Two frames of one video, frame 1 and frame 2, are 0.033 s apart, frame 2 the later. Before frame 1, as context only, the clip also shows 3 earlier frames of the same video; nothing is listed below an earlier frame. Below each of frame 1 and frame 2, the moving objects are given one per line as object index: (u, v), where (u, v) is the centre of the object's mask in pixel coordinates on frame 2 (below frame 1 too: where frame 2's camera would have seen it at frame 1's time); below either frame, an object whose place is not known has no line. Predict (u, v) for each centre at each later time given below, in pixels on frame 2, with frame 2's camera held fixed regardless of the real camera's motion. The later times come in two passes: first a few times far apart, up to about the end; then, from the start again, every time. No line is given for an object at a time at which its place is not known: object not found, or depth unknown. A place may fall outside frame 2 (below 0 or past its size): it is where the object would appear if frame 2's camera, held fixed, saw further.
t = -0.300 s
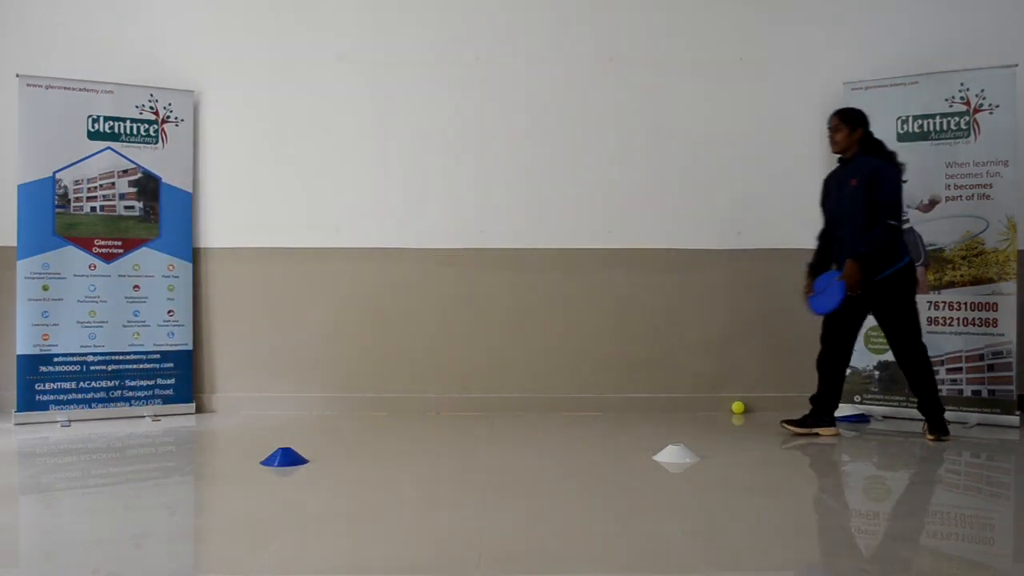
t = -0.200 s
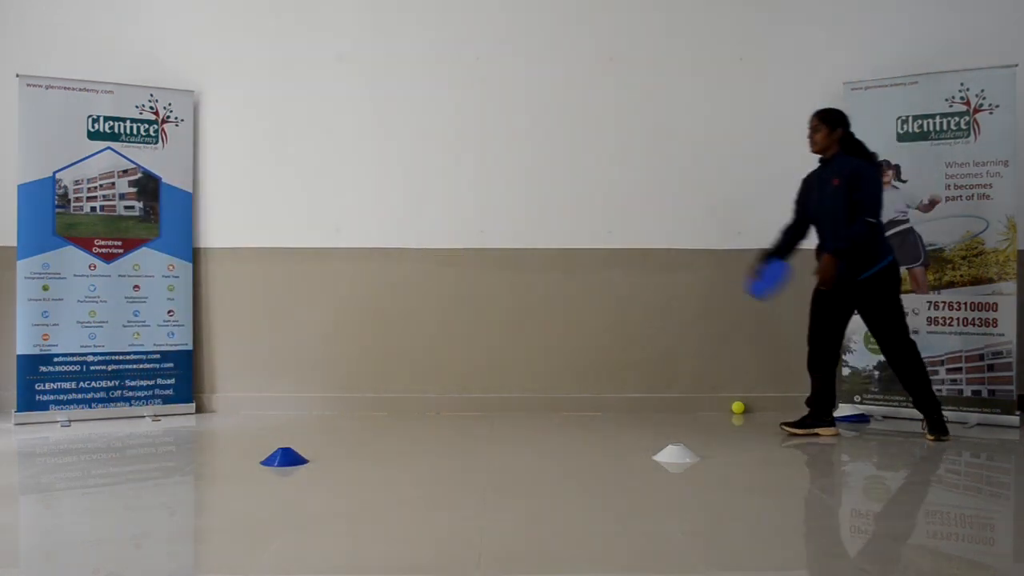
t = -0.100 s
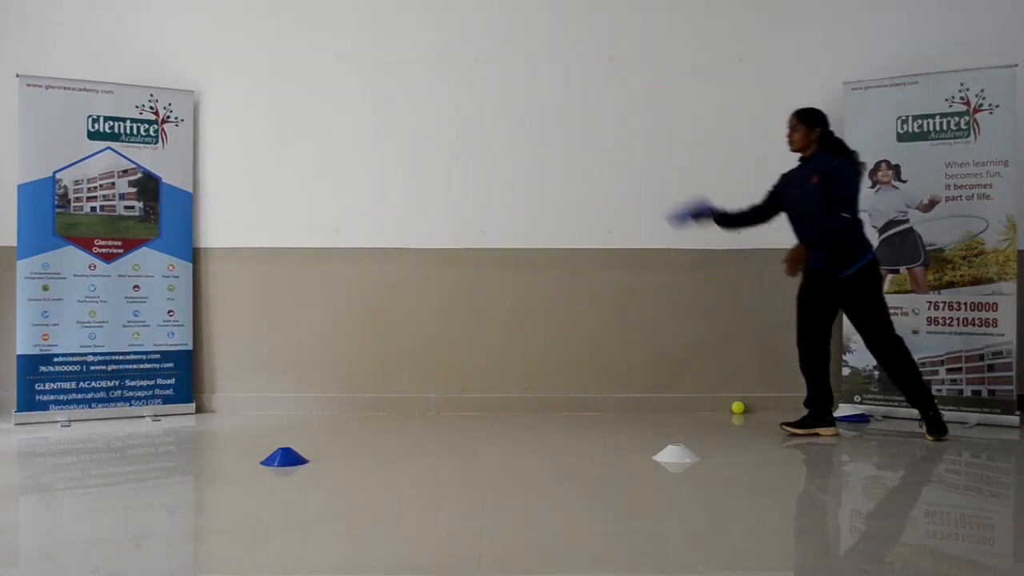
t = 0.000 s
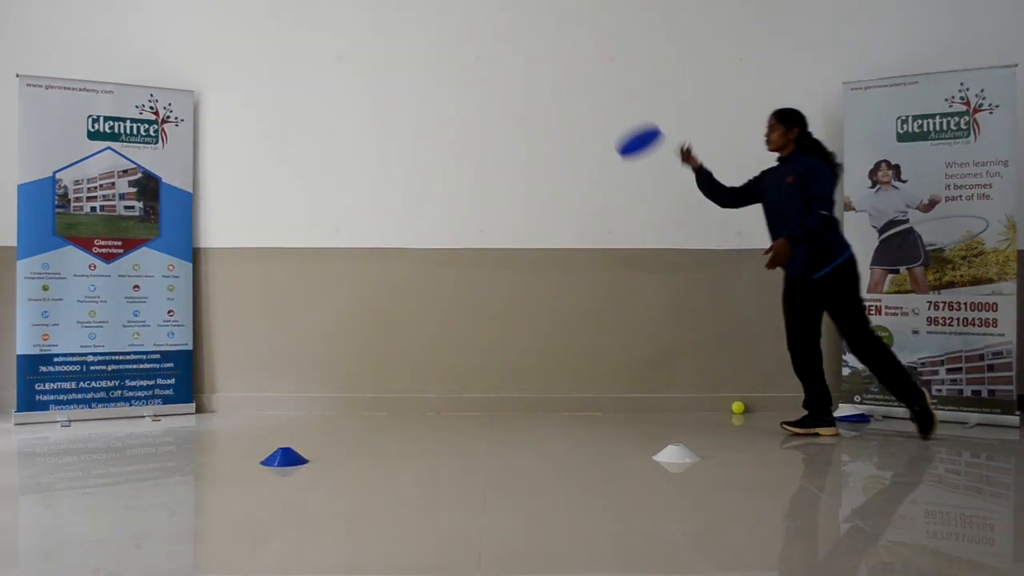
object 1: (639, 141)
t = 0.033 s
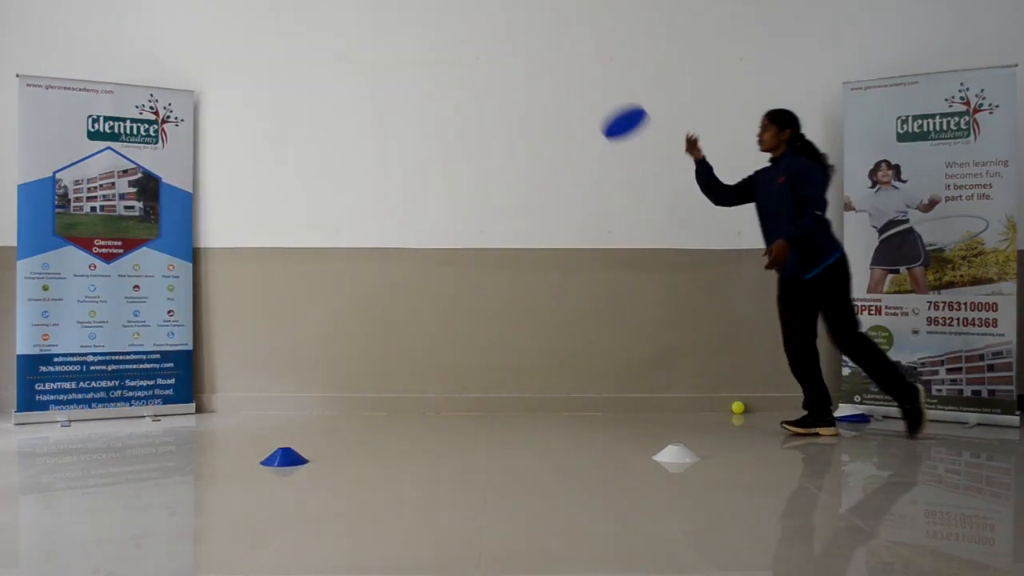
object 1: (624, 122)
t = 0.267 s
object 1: (525, 61)
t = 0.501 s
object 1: (428, 113)
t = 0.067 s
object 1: (610, 106)
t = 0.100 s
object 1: (595, 93)
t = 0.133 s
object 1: (581, 82)
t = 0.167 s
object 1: (567, 73)
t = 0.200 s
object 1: (553, 66)
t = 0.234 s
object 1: (540, 63)
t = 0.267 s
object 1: (525, 61)
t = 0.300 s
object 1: (512, 62)
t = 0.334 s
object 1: (498, 65)
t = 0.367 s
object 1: (484, 70)
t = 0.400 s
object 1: (470, 78)
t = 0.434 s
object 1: (456, 88)
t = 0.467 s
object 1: (442, 99)
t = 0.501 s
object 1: (428, 113)
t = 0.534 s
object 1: (413, 128)
